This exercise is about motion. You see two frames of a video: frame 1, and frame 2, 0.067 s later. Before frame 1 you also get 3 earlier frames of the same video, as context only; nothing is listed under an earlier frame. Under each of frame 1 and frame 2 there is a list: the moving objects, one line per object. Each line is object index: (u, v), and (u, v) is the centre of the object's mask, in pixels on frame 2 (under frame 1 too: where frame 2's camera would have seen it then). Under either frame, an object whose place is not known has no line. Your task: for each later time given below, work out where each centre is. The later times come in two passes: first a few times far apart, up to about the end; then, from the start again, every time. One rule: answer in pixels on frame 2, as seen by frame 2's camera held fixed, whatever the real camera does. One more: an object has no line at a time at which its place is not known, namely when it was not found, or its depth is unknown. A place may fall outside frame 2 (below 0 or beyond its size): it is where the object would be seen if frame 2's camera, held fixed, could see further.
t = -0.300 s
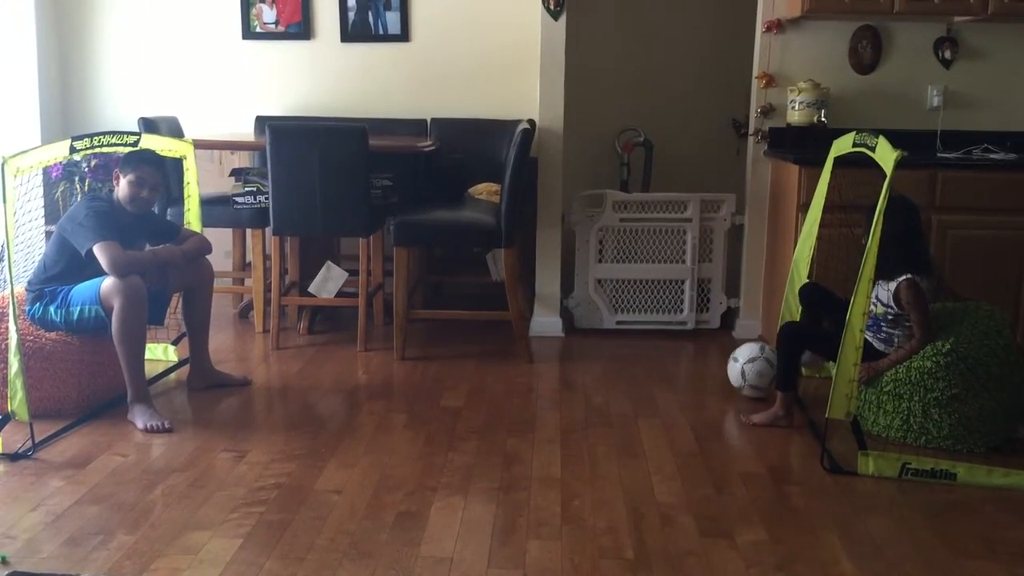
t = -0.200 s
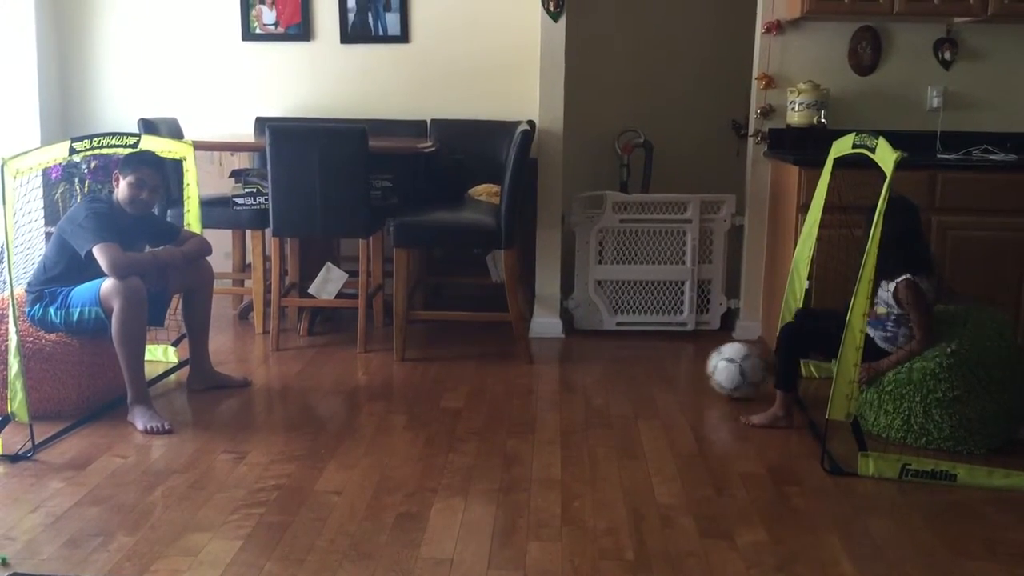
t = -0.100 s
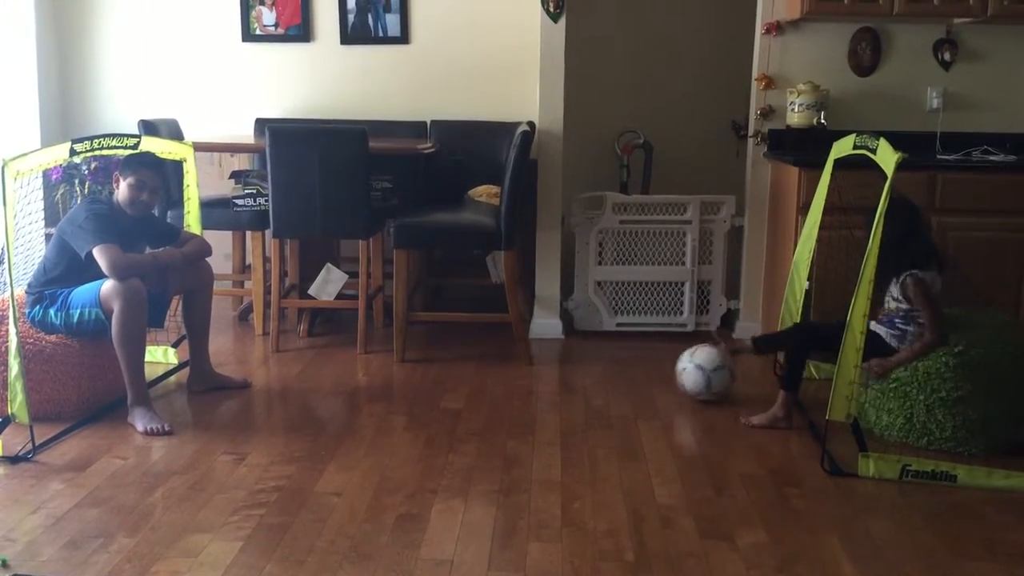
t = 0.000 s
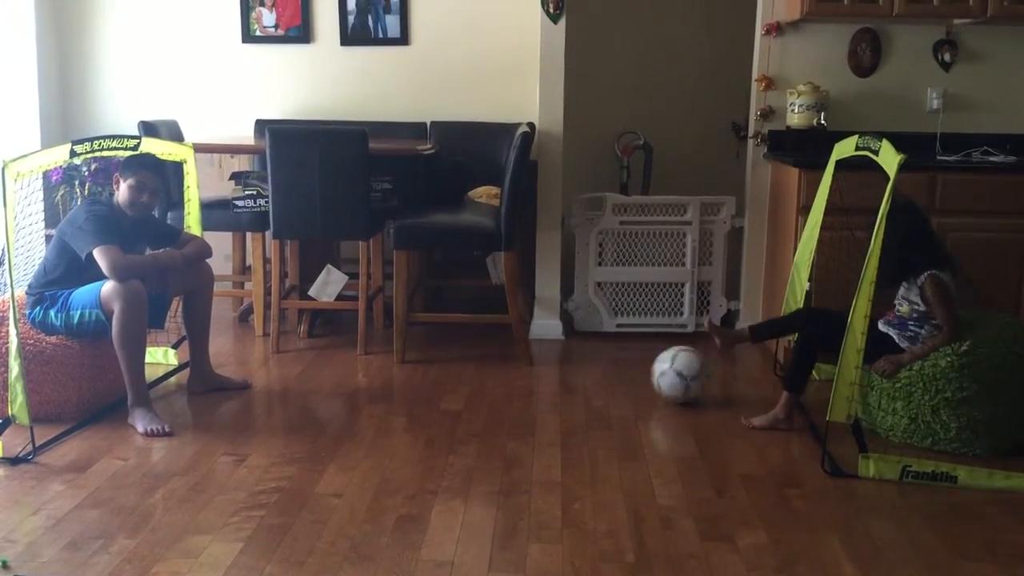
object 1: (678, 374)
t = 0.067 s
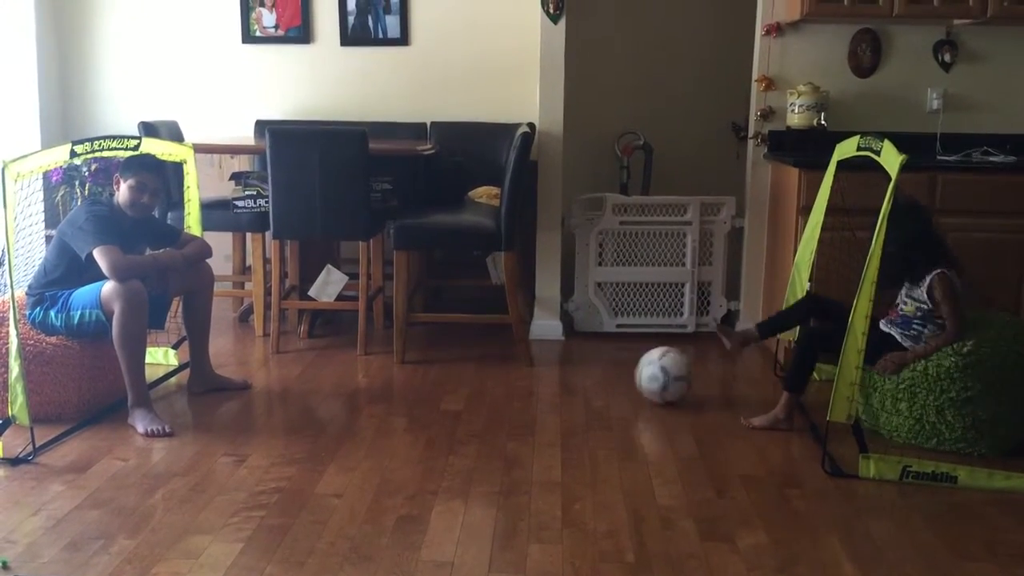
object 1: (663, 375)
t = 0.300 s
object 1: (604, 377)
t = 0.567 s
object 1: (540, 382)
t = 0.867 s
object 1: (464, 387)
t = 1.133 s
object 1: (398, 392)
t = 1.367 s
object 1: (334, 397)
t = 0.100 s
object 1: (656, 376)
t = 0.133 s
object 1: (646, 376)
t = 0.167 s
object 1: (639, 377)
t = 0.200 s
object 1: (630, 377)
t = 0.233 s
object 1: (621, 377)
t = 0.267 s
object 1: (614, 378)
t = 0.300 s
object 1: (604, 377)
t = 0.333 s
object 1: (596, 378)
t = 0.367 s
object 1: (589, 378)
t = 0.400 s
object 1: (581, 379)
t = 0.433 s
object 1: (572, 380)
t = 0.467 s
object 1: (566, 382)
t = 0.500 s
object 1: (556, 381)
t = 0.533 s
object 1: (548, 382)
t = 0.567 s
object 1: (540, 382)
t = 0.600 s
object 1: (532, 383)
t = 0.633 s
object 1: (523, 383)
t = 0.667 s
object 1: (515, 384)
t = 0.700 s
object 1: (508, 384)
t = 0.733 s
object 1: (499, 385)
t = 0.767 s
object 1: (491, 385)
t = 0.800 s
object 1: (482, 385)
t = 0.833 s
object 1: (473, 386)
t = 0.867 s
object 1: (464, 387)
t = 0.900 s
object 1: (457, 388)
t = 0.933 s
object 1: (449, 389)
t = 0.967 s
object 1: (440, 389)
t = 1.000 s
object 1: (431, 390)
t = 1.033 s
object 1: (423, 391)
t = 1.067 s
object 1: (414, 391)
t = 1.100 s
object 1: (406, 391)
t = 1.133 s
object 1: (398, 392)
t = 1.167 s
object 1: (388, 392)
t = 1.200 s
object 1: (379, 393)
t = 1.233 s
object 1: (371, 394)
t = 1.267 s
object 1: (362, 394)
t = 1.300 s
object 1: (353, 395)
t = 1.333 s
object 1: (343, 396)
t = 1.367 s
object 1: (334, 397)
